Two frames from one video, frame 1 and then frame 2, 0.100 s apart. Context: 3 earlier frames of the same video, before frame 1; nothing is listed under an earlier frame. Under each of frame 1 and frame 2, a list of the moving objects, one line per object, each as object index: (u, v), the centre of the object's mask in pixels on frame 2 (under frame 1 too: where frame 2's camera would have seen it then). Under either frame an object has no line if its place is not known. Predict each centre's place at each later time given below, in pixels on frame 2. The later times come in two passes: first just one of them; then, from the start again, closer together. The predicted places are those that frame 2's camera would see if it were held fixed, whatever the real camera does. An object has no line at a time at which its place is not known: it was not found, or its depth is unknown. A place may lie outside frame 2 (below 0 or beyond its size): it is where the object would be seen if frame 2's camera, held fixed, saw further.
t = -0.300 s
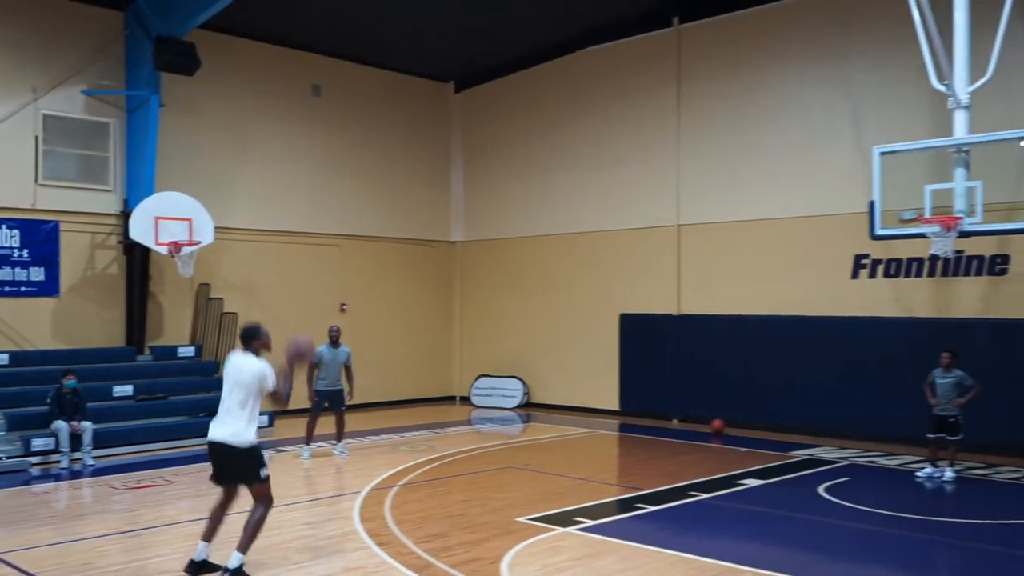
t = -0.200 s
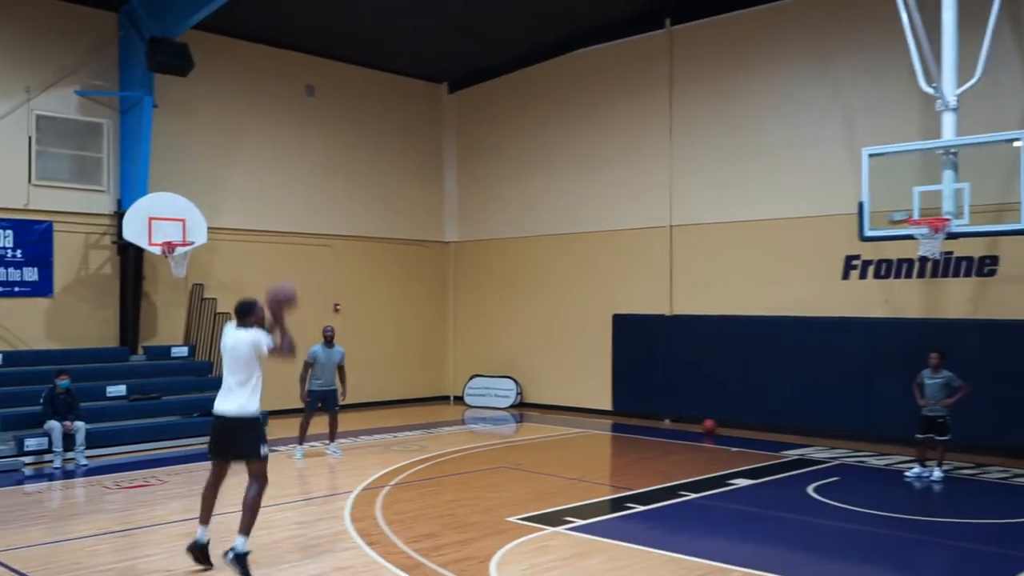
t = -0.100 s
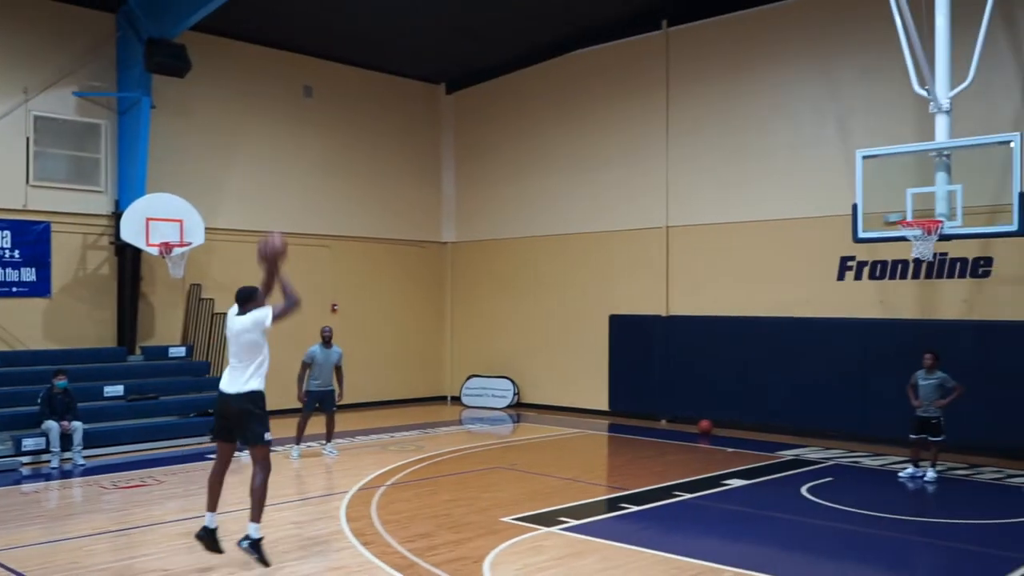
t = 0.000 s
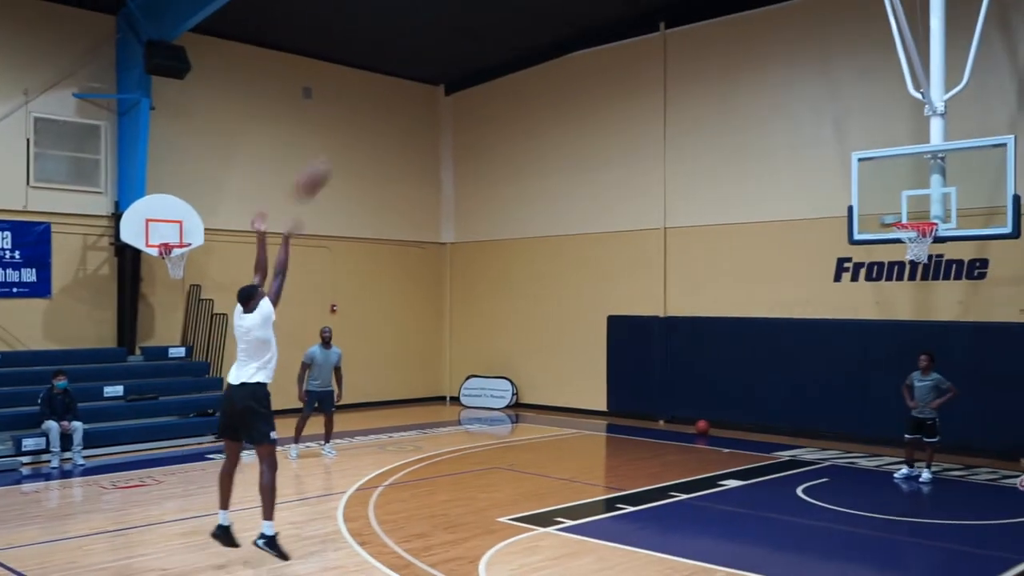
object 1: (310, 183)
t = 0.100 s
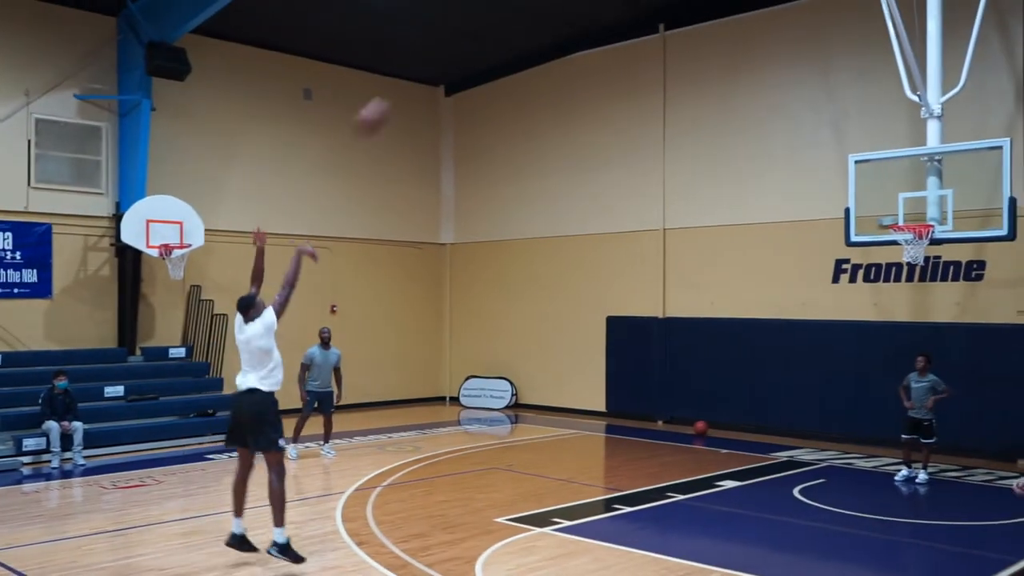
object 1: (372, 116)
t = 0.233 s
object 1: (448, 54)
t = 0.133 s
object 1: (392, 96)
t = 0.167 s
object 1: (411, 80)
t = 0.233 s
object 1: (448, 54)
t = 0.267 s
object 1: (465, 42)
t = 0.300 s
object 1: (483, 31)
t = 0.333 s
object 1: (500, 21)
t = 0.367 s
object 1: (517, 13)
